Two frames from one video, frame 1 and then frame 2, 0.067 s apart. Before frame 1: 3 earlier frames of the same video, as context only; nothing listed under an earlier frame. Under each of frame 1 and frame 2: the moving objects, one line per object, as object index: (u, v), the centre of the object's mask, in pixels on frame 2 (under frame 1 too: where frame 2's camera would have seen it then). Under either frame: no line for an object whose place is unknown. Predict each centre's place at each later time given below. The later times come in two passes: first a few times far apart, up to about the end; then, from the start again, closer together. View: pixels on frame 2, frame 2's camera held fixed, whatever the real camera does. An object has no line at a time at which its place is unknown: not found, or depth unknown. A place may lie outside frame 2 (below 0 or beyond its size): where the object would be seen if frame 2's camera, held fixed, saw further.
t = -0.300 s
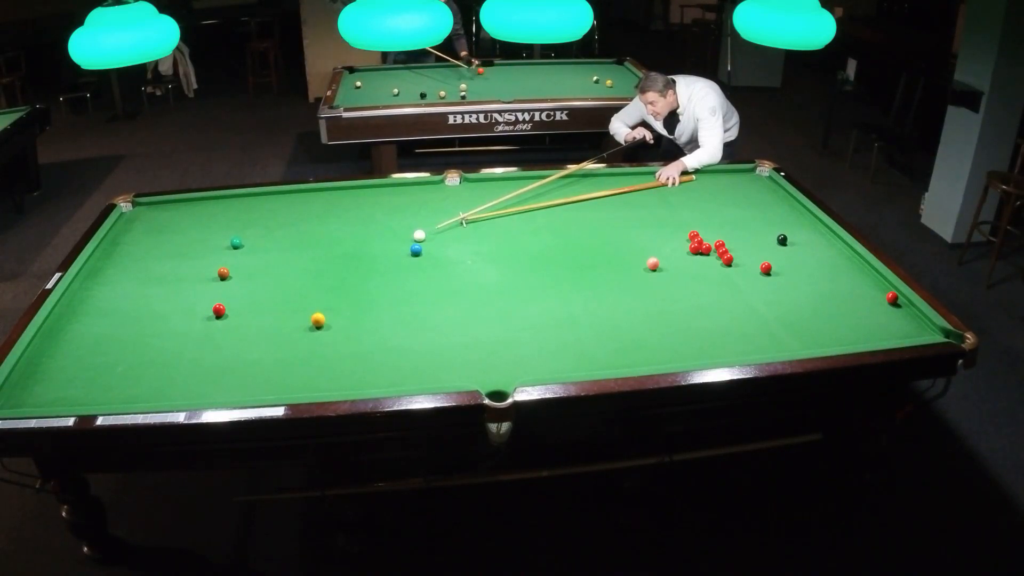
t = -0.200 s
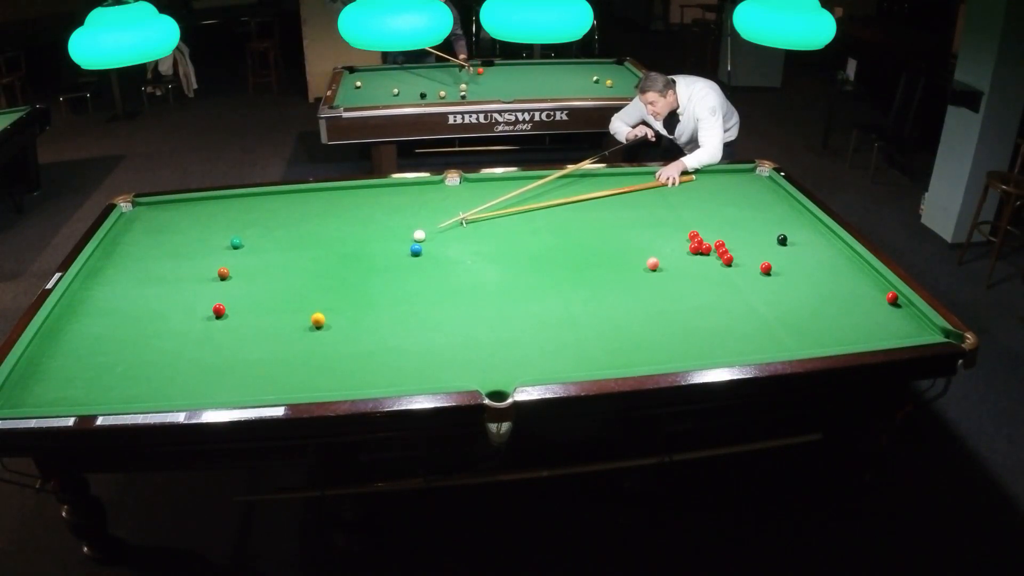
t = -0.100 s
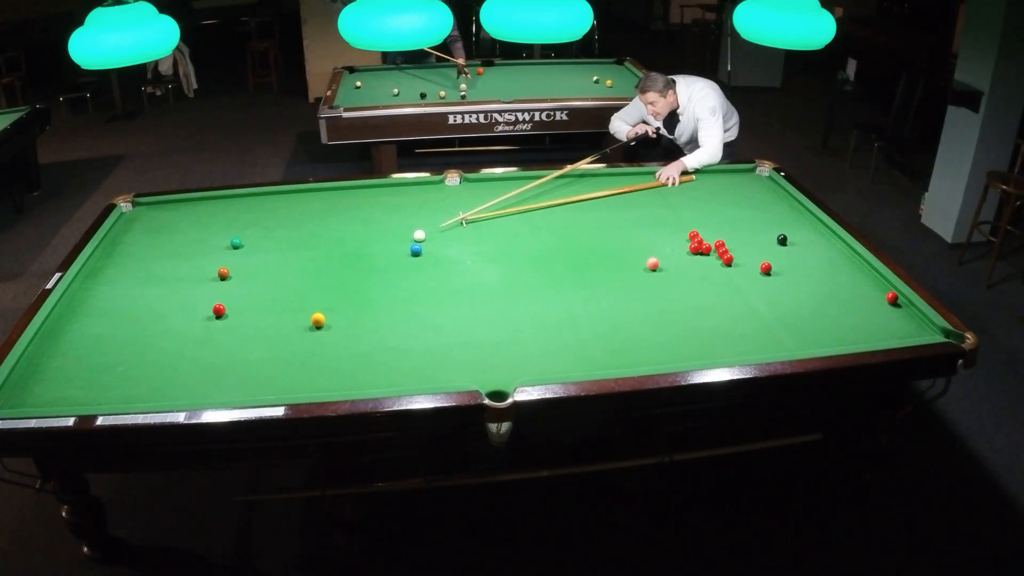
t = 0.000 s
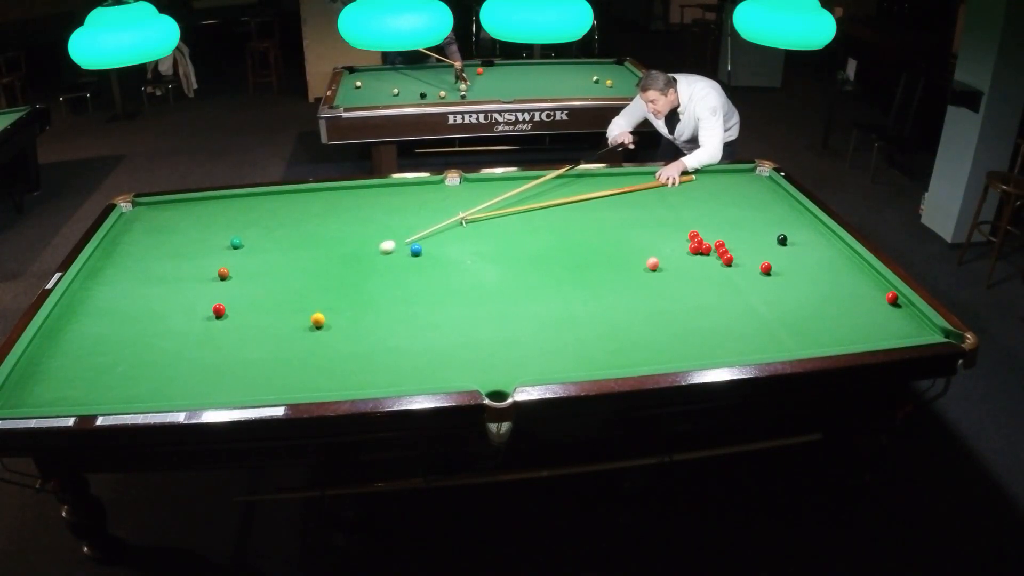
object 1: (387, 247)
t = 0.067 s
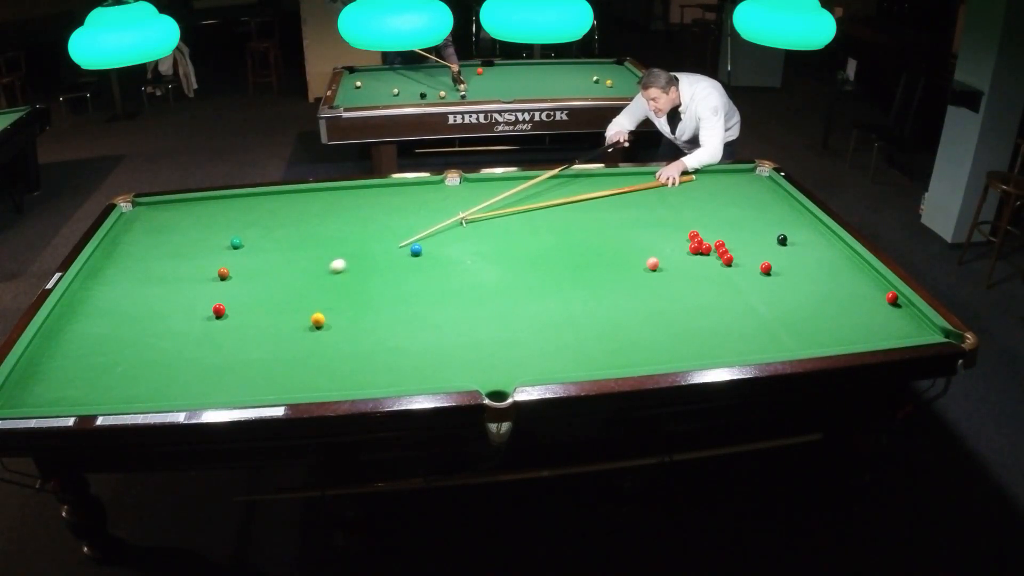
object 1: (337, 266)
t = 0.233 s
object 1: (231, 308)
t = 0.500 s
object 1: (208, 330)
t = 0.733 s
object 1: (181, 351)
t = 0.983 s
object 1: (149, 376)
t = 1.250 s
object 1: (114, 400)
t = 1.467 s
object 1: (98, 391)
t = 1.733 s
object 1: (81, 376)
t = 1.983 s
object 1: (68, 363)
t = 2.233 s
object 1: (56, 352)
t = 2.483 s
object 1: (45, 342)
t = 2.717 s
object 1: (41, 334)
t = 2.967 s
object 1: (56, 327)
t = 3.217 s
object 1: (69, 321)
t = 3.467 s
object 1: (80, 316)
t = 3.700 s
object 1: (89, 312)
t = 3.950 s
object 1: (98, 308)
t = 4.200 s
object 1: (105, 305)
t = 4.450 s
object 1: (111, 302)
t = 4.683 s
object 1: (115, 300)
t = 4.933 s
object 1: (119, 298)
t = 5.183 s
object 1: (121, 297)
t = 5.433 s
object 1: (122, 297)
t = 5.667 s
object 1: (122, 297)
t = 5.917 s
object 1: (122, 297)
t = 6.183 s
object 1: (122, 297)
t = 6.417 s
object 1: (122, 297)
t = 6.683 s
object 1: (122, 297)
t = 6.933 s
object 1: (122, 297)
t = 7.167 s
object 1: (125, 295)
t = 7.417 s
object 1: (122, 297)
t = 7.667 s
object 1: (122, 297)
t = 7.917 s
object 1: (122, 297)
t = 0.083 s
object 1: (325, 271)
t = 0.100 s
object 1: (312, 275)
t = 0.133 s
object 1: (287, 285)
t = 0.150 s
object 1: (274, 290)
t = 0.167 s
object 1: (262, 295)
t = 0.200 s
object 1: (237, 305)
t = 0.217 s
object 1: (231, 307)
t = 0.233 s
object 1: (231, 308)
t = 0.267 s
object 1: (231, 311)
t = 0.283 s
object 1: (231, 312)
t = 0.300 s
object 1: (230, 313)
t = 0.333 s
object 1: (228, 315)
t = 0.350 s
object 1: (226, 317)
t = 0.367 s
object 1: (225, 318)
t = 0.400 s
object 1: (221, 321)
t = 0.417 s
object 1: (219, 323)
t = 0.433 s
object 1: (217, 324)
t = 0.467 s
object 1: (212, 327)
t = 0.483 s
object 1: (211, 329)
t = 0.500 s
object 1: (208, 330)
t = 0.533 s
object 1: (204, 333)
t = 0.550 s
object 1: (202, 335)
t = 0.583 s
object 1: (198, 338)
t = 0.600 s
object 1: (196, 340)
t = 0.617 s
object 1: (194, 341)
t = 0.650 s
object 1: (190, 344)
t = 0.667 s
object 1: (188, 346)
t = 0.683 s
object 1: (186, 347)
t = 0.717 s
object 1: (182, 351)
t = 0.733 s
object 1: (181, 351)
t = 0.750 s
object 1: (178, 353)
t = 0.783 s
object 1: (174, 356)
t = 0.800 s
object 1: (172, 358)
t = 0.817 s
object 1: (170, 359)
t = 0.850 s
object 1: (166, 363)
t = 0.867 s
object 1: (164, 364)
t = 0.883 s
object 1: (162, 366)
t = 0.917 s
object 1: (158, 369)
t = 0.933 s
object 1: (155, 371)
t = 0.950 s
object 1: (153, 373)
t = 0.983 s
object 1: (149, 376)
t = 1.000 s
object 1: (147, 377)
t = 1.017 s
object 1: (144, 379)
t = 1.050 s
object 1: (140, 383)
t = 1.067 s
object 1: (138, 384)
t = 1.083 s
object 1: (136, 386)
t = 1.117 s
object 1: (132, 389)
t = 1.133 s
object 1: (129, 391)
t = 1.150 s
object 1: (127, 393)
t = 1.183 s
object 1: (123, 396)
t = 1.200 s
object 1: (121, 397)
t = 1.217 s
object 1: (119, 398)
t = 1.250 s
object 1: (114, 400)
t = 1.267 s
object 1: (112, 401)
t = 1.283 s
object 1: (111, 400)
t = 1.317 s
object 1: (109, 399)
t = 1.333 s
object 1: (107, 399)
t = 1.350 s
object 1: (106, 398)
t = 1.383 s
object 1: (104, 397)
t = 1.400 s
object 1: (102, 396)
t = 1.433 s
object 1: (100, 393)
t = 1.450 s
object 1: (99, 392)
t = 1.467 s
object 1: (98, 391)
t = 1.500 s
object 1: (96, 390)
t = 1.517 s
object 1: (95, 389)
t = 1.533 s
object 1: (93, 387)
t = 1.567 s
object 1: (91, 386)
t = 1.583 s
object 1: (90, 385)
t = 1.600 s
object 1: (89, 384)
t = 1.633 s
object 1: (87, 382)
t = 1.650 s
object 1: (86, 381)
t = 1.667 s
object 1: (85, 380)
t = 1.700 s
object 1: (83, 378)
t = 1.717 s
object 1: (82, 377)
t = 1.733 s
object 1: (81, 376)
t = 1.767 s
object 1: (79, 374)
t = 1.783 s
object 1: (78, 373)
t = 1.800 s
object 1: (78, 373)
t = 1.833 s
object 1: (76, 371)
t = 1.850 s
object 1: (75, 370)
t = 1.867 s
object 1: (74, 369)
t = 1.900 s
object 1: (72, 367)
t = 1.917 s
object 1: (71, 367)
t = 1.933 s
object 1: (70, 366)
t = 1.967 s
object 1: (68, 364)
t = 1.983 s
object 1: (68, 363)
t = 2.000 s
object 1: (67, 363)
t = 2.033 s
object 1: (65, 361)
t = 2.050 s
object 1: (64, 360)
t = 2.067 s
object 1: (63, 360)
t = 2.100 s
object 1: (62, 358)
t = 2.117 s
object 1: (61, 357)
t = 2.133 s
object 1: (60, 357)
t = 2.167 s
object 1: (59, 355)
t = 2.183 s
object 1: (58, 354)
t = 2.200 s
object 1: (57, 354)
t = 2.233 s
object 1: (56, 352)
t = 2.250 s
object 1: (55, 352)
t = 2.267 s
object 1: (54, 351)
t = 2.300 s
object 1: (53, 349)
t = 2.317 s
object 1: (52, 349)
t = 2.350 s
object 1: (50, 347)
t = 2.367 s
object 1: (50, 347)
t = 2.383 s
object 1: (49, 346)
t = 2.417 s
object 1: (48, 345)
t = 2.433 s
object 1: (47, 344)
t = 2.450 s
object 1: (46, 343)
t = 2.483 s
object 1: (45, 342)
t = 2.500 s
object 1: (44, 342)
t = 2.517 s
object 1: (44, 341)
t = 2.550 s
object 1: (42, 339)
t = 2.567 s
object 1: (42, 339)
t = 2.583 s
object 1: (41, 339)
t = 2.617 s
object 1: (40, 337)
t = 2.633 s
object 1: (39, 337)
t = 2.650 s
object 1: (39, 336)
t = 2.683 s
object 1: (40, 335)
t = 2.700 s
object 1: (41, 335)
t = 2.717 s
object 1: (41, 334)
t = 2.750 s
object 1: (44, 333)
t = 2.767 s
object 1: (44, 333)
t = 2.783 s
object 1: (45, 332)
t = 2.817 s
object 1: (48, 331)
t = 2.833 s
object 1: (49, 331)
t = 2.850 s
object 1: (49, 331)
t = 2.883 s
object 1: (51, 330)
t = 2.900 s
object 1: (52, 329)
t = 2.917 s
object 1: (53, 329)
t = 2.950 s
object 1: (55, 328)
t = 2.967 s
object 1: (56, 327)
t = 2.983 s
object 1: (57, 327)
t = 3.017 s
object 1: (58, 326)
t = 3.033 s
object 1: (59, 326)
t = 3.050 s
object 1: (60, 325)
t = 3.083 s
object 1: (62, 324)
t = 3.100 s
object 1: (63, 324)
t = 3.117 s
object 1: (64, 324)
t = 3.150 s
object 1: (65, 323)
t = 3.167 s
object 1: (66, 323)
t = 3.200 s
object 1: (68, 322)
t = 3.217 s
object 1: (69, 321)
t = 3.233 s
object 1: (69, 321)
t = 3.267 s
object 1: (71, 320)
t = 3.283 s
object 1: (72, 320)
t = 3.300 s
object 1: (73, 320)
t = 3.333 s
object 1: (74, 319)
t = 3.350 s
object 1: (75, 319)
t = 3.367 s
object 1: (76, 318)
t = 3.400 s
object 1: (77, 318)
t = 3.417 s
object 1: (78, 317)
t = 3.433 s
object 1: (79, 317)
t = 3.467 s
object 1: (80, 316)
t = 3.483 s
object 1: (81, 316)
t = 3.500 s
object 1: (81, 316)
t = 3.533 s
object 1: (83, 315)
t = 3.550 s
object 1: (83, 315)
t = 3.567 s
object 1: (84, 314)
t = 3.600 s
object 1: (85, 314)
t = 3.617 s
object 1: (86, 313)
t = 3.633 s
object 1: (87, 313)
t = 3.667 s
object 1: (88, 312)
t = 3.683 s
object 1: (89, 312)
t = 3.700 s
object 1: (89, 312)
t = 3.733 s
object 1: (91, 311)
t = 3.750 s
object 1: (91, 311)
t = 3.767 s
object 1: (92, 311)
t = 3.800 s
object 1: (93, 310)
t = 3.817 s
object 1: (93, 310)
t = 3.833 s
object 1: (94, 310)
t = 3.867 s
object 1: (95, 309)
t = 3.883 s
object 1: (96, 309)
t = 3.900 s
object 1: (96, 309)
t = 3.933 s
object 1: (97, 308)
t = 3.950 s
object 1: (98, 308)
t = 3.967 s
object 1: (98, 308)
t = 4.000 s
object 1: (99, 307)
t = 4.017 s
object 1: (100, 307)
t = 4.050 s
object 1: (101, 307)
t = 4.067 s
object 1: (102, 306)
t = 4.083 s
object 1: (102, 306)
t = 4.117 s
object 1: (103, 306)
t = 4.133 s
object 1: (103, 306)
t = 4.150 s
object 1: (104, 305)
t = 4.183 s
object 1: (105, 305)
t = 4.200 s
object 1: (105, 305)
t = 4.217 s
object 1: (106, 304)
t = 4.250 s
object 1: (106, 304)
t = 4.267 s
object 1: (107, 304)
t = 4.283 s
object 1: (107, 304)
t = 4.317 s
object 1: (108, 303)
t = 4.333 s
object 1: (108, 303)
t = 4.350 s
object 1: (109, 303)
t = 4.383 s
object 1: (109, 303)
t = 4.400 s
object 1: (110, 302)
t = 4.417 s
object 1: (110, 302)
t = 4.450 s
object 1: (111, 302)
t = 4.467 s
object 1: (111, 302)
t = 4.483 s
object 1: (112, 302)
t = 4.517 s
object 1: (112, 301)
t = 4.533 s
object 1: (113, 301)
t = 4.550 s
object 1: (113, 301)
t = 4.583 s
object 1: (114, 301)
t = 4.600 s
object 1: (114, 301)
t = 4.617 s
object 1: (114, 300)
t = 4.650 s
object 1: (115, 300)
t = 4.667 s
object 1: (115, 300)
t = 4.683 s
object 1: (115, 300)
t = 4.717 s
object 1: (116, 300)
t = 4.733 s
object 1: (116, 300)
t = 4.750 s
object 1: (116, 299)
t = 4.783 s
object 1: (117, 299)
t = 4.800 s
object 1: (117, 299)
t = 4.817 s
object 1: (117, 299)
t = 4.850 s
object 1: (118, 299)
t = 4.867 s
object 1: (118, 299)
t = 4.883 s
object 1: (118, 299)
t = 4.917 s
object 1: (119, 299)
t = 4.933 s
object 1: (119, 298)
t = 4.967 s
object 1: (119, 298)
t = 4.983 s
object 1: (119, 298)
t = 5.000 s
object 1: (119, 298)
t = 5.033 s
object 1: (120, 298)
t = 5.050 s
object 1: (120, 298)
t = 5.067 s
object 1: (120, 298)
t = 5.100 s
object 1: (120, 298)
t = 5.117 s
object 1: (121, 298)
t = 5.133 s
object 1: (121, 298)
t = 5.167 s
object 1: (121, 297)
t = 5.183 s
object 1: (121, 297)
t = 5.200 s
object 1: (121, 297)
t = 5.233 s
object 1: (121, 297)
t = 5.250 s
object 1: (121, 297)
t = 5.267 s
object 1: (121, 297)
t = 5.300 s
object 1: (121, 297)
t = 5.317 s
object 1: (122, 297)
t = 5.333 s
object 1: (122, 297)
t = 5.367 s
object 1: (122, 297)
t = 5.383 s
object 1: (122, 297)
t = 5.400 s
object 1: (122, 297)
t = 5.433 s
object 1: (122, 297)
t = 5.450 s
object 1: (122, 297)
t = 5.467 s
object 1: (122, 297)
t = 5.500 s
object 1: (122, 297)
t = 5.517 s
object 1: (122, 297)
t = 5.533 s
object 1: (122, 297)
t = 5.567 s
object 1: (122, 297)
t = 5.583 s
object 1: (122, 297)
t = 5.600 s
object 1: (122, 297)
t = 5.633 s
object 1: (122, 297)
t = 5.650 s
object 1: (122, 297)
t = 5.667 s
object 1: (122, 297)
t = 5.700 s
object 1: (122, 297)
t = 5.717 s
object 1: (122, 297)
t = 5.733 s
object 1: (122, 297)
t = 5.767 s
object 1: (122, 297)
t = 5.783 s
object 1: (122, 297)
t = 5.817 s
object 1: (122, 297)
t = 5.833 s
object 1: (122, 297)
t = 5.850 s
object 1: (122, 297)
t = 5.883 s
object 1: (122, 297)
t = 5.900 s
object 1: (122, 297)
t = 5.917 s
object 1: (122, 297)
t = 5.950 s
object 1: (122, 297)
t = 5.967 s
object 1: (122, 297)
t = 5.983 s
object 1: (122, 297)
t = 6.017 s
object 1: (122, 297)
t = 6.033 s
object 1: (122, 297)
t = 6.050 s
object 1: (122, 297)
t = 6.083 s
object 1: (122, 297)
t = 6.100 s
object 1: (122, 297)
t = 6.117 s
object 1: (122, 297)
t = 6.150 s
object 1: (122, 297)
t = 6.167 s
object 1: (122, 297)
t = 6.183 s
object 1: (122, 297)
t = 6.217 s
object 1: (122, 297)
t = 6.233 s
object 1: (122, 297)
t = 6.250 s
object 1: (122, 297)
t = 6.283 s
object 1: (122, 297)
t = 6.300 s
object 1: (122, 297)
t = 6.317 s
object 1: (122, 297)
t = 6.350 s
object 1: (122, 297)
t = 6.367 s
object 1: (122, 297)
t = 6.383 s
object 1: (122, 297)
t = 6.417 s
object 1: (122, 297)
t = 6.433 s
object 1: (122, 297)
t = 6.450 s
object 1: (122, 297)
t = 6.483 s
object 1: (122, 297)
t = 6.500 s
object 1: (122, 297)
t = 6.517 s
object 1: (122, 297)
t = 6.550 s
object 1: (122, 297)
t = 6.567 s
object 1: (122, 297)
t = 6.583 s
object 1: (122, 297)
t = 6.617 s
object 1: (122, 297)
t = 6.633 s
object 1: (122, 297)
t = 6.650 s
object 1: (122, 297)
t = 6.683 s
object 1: (122, 297)
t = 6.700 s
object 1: (122, 297)
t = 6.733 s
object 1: (122, 297)
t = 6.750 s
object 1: (122, 297)
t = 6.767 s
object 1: (122, 297)
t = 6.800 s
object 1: (122, 297)
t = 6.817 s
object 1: (122, 297)
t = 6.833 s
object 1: (122, 297)
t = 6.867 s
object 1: (122, 297)
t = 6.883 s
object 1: (122, 297)
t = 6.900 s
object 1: (122, 297)
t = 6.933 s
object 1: (122, 297)
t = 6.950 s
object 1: (122, 297)
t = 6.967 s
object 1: (120, 295)
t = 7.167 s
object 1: (125, 295)
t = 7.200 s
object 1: (122, 296)
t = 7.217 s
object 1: (122, 296)
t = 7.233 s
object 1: (122, 296)
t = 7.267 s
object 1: (122, 296)
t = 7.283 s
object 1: (122, 297)
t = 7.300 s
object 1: (122, 296)
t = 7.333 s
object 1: (122, 297)
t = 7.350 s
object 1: (122, 297)
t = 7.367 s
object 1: (122, 297)
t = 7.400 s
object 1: (122, 297)
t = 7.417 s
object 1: (122, 297)
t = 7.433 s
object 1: (122, 297)
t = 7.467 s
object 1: (122, 297)
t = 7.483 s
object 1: (122, 297)
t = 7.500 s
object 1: (122, 297)
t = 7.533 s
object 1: (122, 297)
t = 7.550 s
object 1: (122, 297)
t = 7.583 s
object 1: (122, 297)
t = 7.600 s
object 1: (122, 297)
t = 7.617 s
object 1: (122, 297)
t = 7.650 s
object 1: (122, 297)
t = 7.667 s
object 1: (122, 297)
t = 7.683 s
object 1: (122, 297)
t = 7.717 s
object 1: (122, 297)
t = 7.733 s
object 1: (122, 297)
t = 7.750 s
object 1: (122, 297)
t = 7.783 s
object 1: (122, 297)
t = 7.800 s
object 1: (122, 297)
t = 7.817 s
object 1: (122, 297)
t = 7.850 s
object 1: (122, 297)
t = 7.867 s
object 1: (122, 297)
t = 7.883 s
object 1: (122, 297)
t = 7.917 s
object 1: (122, 297)
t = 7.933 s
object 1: (122, 297)
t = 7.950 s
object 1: (122, 297)
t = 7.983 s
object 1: (122, 297)
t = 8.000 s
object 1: (122, 297)
